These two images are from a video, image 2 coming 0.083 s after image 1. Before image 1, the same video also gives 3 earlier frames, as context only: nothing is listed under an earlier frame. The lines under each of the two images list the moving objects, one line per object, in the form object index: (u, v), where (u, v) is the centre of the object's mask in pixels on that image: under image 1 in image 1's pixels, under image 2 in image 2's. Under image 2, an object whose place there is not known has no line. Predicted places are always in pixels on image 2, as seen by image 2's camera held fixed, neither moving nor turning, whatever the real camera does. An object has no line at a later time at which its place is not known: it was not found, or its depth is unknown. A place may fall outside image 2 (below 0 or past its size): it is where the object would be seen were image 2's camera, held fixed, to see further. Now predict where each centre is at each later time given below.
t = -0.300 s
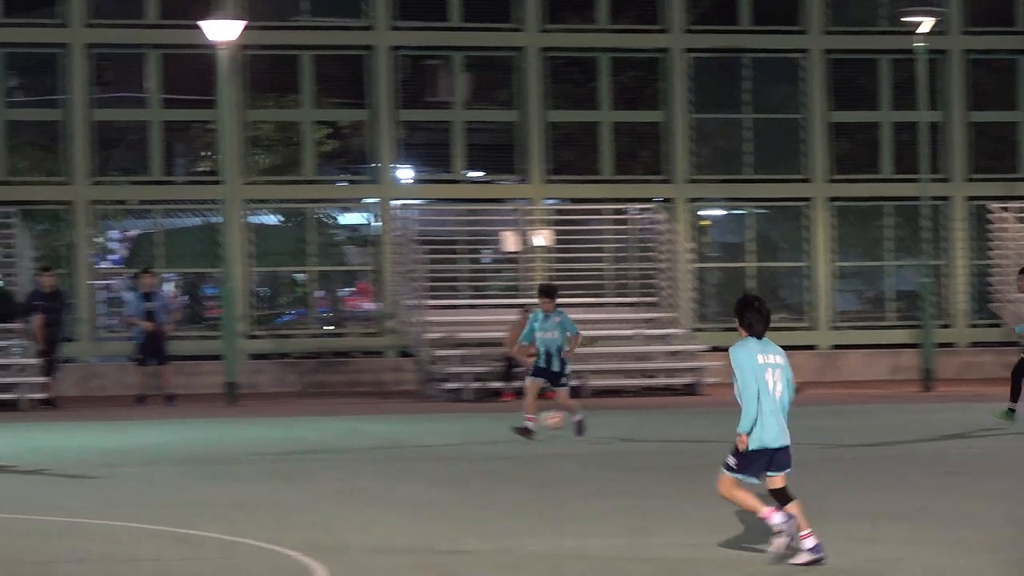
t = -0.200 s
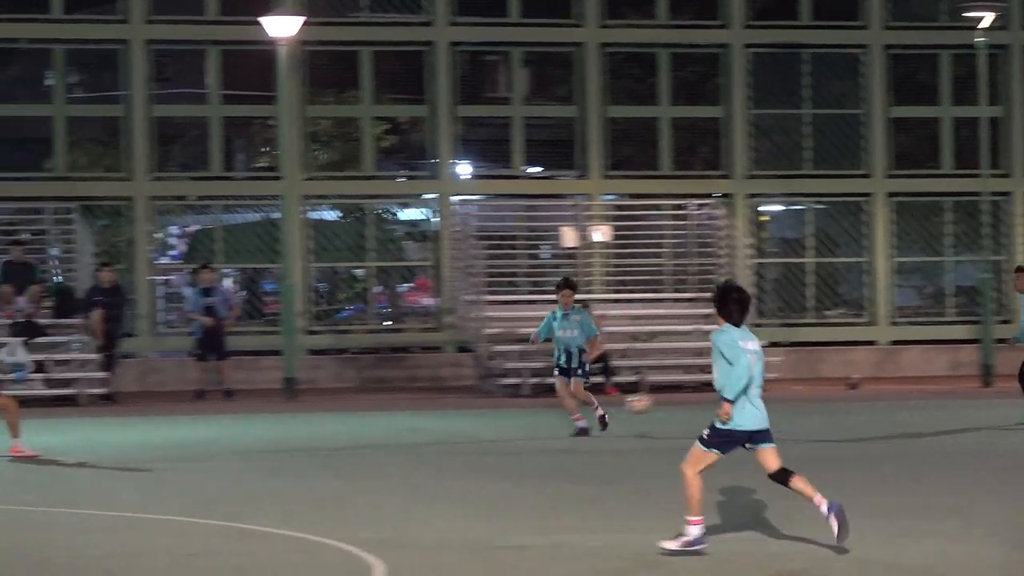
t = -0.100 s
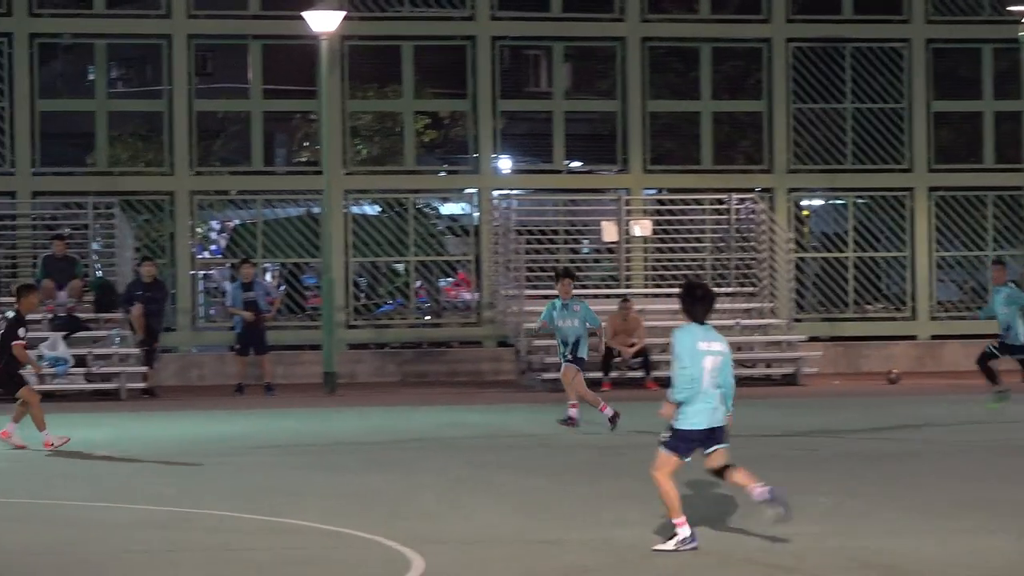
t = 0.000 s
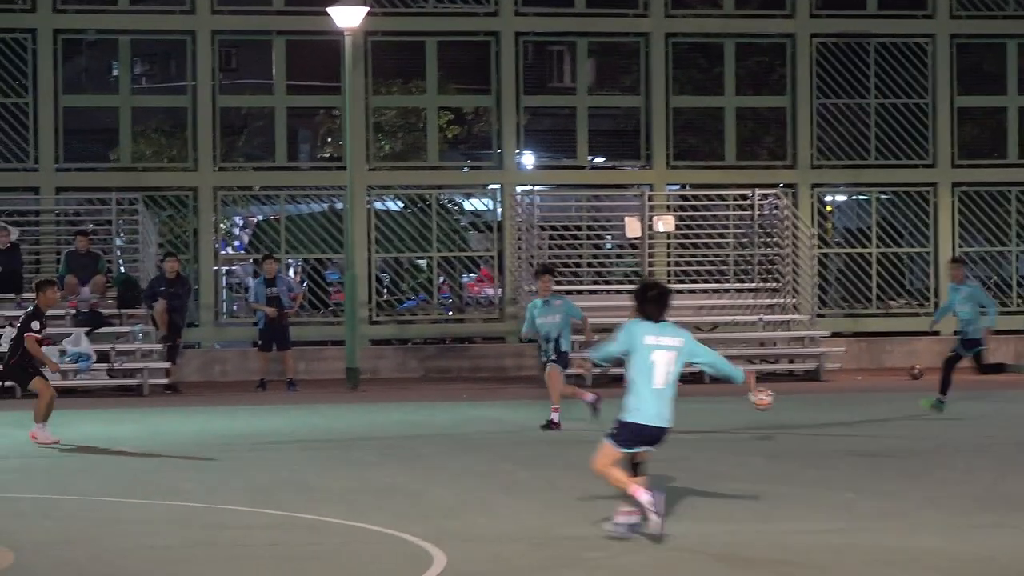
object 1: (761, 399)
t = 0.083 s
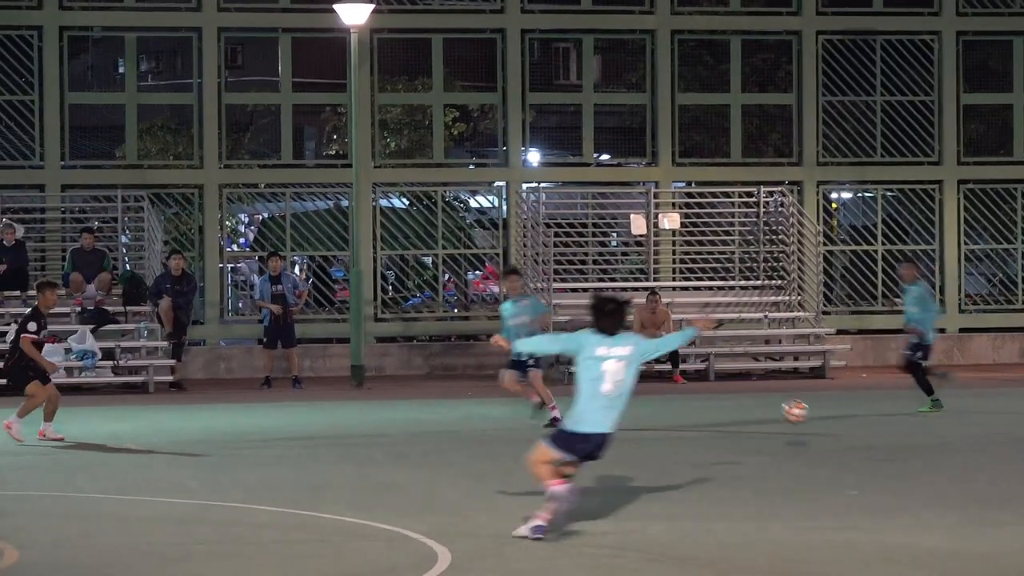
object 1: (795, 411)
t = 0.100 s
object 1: (800, 415)
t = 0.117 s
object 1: (806, 420)
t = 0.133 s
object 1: (812, 425)
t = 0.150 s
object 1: (818, 430)
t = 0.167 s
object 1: (825, 436)
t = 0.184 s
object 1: (831, 442)
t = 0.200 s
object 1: (838, 449)
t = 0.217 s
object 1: (845, 455)
